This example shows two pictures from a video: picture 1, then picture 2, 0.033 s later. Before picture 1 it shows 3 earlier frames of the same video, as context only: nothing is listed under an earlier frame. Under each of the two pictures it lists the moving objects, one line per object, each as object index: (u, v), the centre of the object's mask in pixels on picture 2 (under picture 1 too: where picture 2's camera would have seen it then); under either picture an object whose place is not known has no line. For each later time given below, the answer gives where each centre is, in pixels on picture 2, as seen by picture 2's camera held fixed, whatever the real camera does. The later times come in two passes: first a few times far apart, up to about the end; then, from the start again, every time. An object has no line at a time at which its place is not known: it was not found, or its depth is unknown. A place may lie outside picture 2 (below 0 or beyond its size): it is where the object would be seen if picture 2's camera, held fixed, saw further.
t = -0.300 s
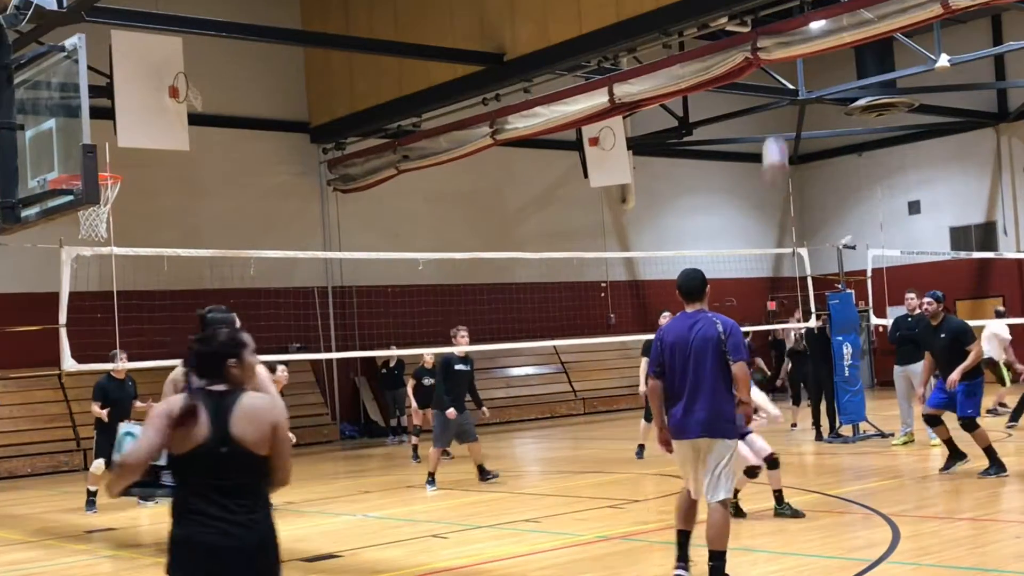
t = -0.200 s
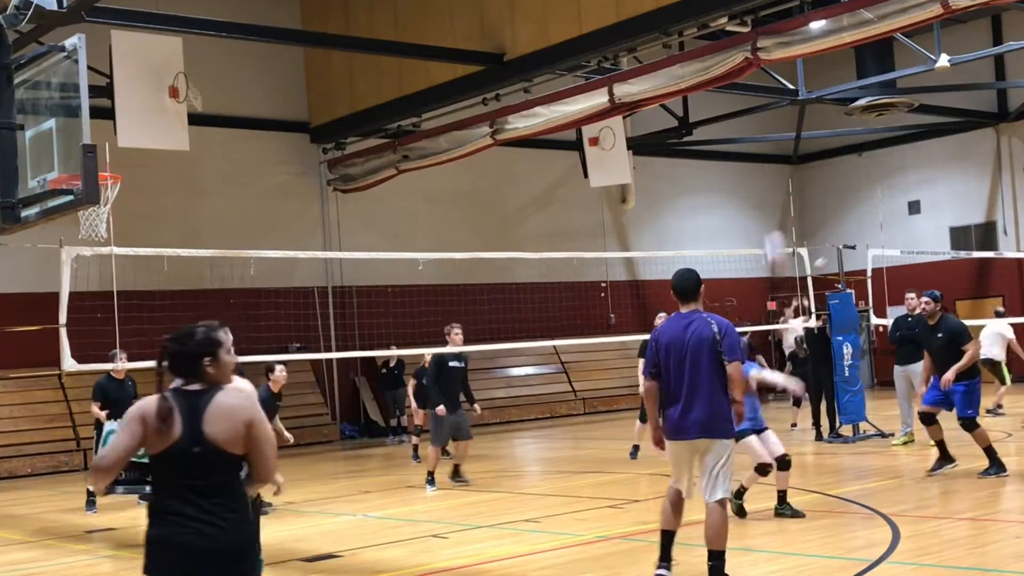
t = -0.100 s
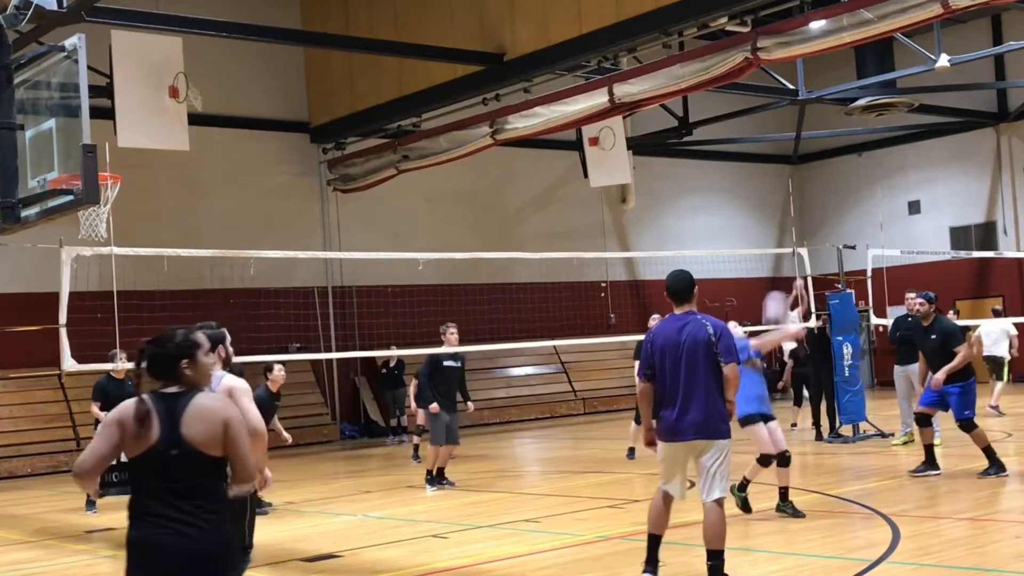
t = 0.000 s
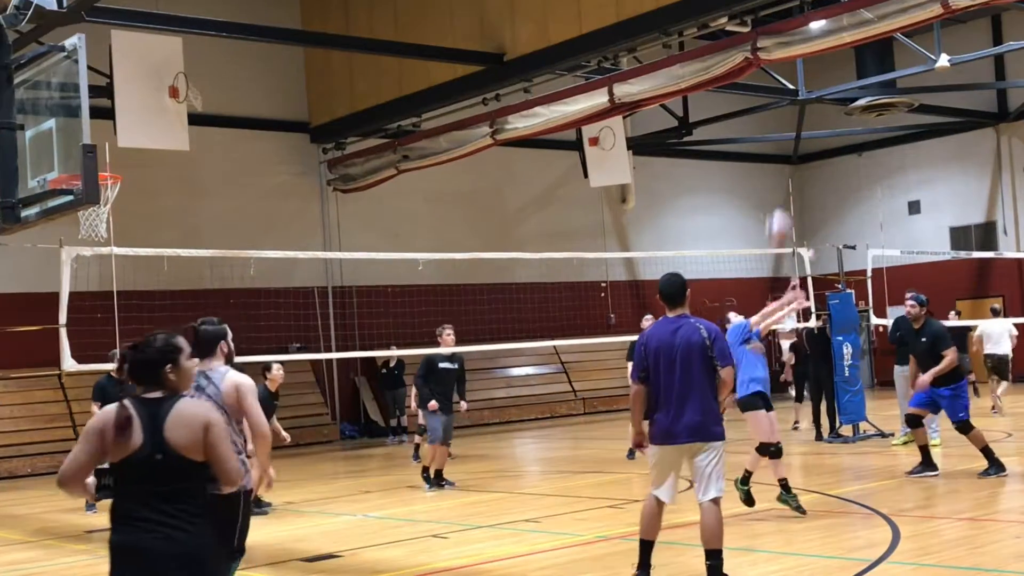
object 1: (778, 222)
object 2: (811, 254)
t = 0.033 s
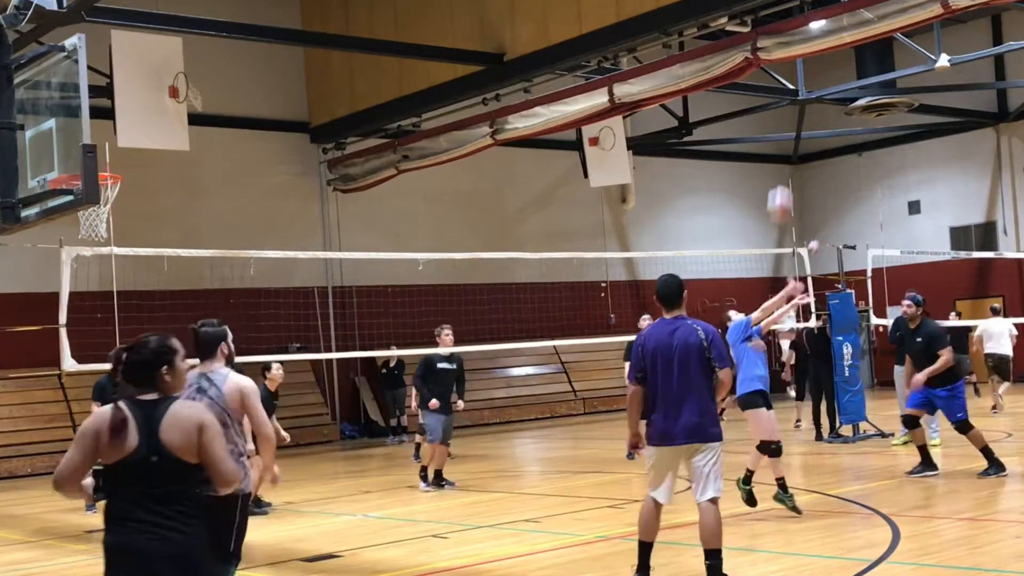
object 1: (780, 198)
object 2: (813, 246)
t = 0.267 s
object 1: (790, 83)
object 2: (842, 199)
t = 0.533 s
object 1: (804, 35)
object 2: (879, 182)
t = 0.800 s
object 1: (823, 65)
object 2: (919, 204)
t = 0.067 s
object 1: (781, 176)
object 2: (817, 238)
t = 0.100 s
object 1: (783, 156)
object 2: (821, 230)
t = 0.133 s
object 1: (783, 138)
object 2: (825, 224)
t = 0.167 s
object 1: (785, 122)
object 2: (829, 217)
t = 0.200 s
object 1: (786, 105)
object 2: (833, 211)
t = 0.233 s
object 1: (789, 93)
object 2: (838, 205)
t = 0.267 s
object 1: (790, 83)
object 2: (842, 199)
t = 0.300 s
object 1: (792, 73)
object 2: (845, 195)
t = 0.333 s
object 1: (793, 59)
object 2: (850, 193)
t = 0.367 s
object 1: (795, 57)
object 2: (855, 189)
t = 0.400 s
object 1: (797, 48)
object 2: (860, 186)
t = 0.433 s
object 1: (798, 43)
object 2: (864, 184)
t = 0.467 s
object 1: (801, 38)
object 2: (870, 183)
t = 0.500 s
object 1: (803, 35)
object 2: (874, 182)
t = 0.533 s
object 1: (804, 35)
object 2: (879, 182)
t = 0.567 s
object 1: (807, 34)
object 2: (883, 184)
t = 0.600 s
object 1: (809, 35)
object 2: (888, 185)
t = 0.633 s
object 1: (812, 37)
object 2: (893, 186)
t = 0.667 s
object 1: (814, 41)
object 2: (898, 188)
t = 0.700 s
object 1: (817, 43)
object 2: (903, 190)
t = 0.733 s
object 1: (818, 51)
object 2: (910, 195)
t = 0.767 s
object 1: (821, 59)
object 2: (914, 198)
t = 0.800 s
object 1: (823, 65)
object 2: (919, 204)
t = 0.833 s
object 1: (826, 73)
